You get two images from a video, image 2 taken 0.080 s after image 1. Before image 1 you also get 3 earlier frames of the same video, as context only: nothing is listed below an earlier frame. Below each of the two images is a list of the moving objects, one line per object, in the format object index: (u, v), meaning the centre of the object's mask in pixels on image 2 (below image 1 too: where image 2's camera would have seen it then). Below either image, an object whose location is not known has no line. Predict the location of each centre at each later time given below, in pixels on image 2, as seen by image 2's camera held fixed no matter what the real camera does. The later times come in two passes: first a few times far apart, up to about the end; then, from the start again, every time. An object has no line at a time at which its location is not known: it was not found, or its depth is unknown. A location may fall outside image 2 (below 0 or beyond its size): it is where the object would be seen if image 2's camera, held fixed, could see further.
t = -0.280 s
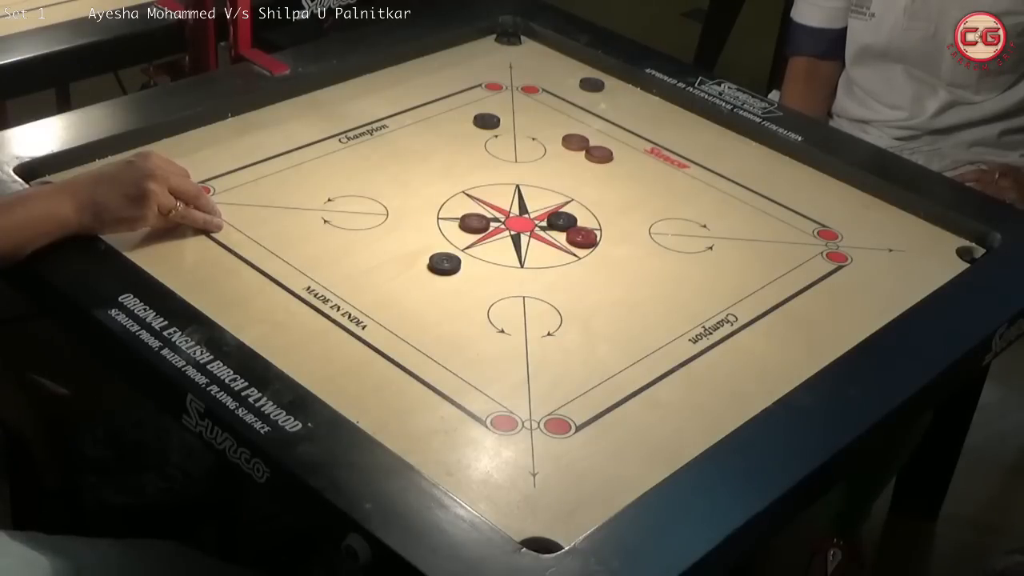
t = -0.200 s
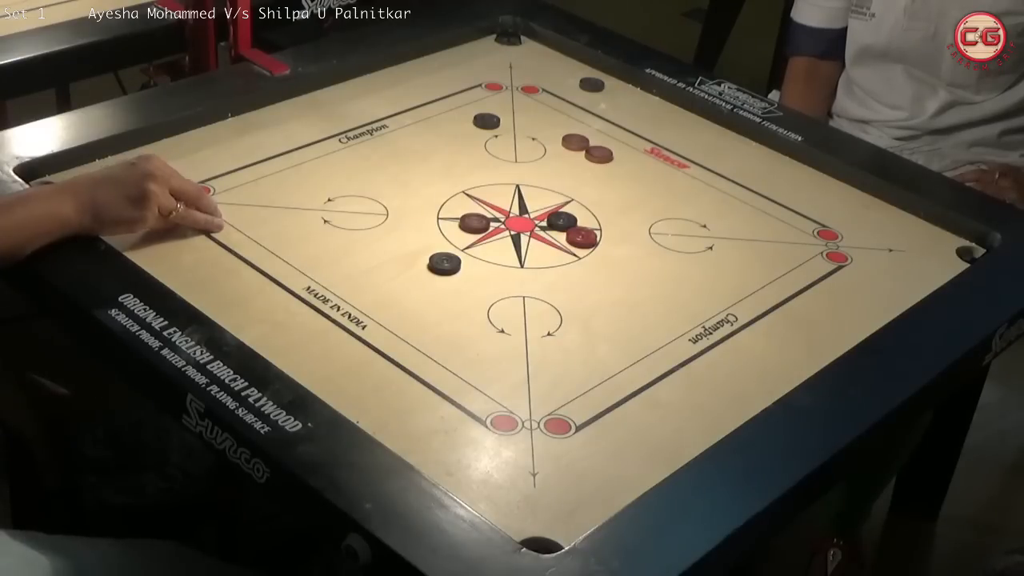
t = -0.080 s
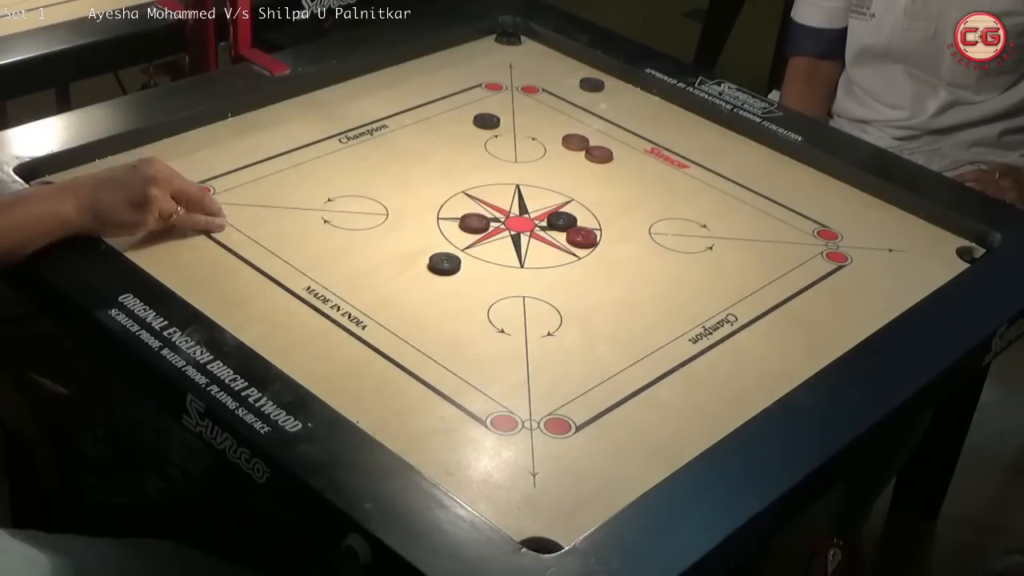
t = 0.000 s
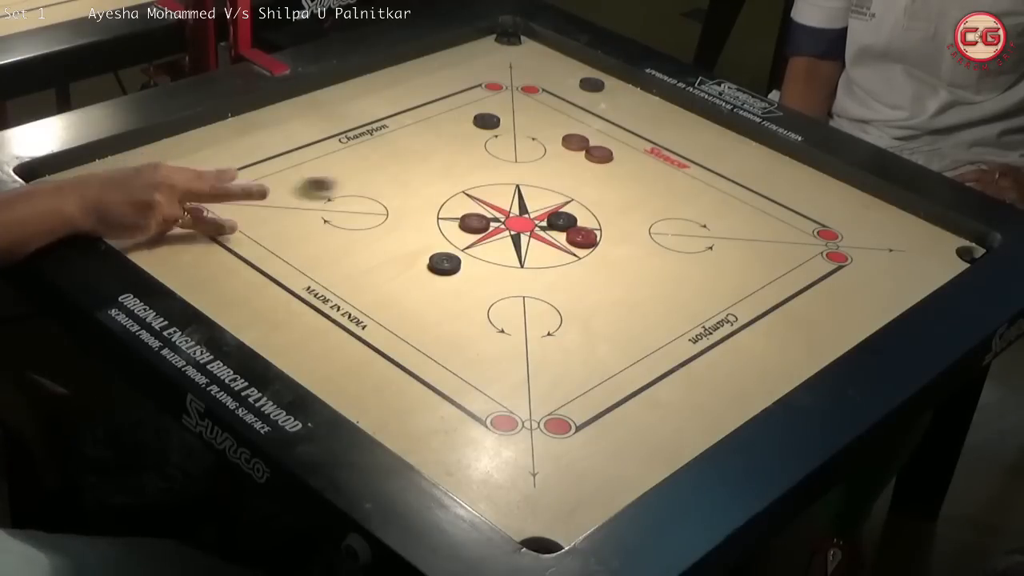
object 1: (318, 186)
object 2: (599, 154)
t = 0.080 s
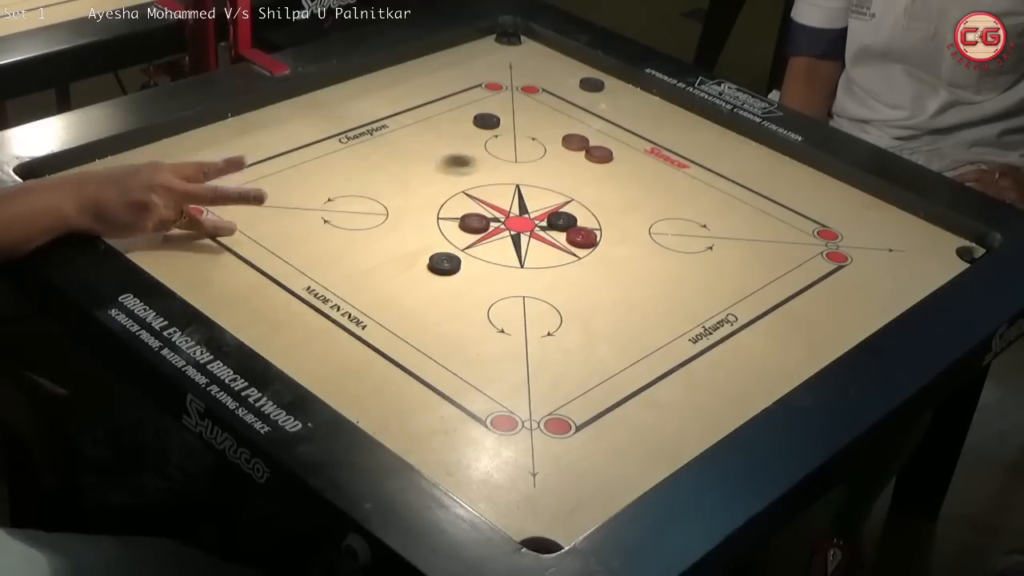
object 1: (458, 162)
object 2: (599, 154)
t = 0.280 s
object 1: (615, 133)
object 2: (699, 173)
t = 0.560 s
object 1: (680, 114)
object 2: (876, 208)
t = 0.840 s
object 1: (678, 118)
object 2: (929, 235)
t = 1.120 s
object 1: (678, 118)
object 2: (930, 235)
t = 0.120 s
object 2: (599, 154)
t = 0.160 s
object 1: (567, 146)
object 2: (599, 154)
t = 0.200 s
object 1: (584, 141)
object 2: (633, 160)
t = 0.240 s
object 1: (600, 137)
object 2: (666, 166)
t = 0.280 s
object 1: (615, 133)
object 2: (699, 173)
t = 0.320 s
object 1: (627, 129)
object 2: (729, 178)
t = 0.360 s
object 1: (638, 126)
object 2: (757, 183)
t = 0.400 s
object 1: (649, 122)
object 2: (784, 189)
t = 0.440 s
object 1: (658, 120)
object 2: (810, 194)
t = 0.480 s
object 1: (667, 118)
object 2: (833, 199)
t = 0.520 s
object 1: (674, 116)
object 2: (855, 204)
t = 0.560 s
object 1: (680, 114)
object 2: (876, 208)
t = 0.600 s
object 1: (682, 115)
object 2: (893, 212)
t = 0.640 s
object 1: (680, 116)
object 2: (905, 218)
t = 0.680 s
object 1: (679, 117)
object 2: (912, 223)
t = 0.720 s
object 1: (678, 118)
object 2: (918, 228)
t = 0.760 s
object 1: (678, 117)
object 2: (924, 231)
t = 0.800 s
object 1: (678, 118)
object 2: (927, 234)
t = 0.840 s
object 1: (678, 118)
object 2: (929, 235)
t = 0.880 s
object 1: (678, 118)
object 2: (930, 235)
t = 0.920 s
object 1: (678, 118)
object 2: (930, 235)
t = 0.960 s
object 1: (678, 118)
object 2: (930, 235)
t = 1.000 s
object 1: (678, 118)
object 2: (930, 235)
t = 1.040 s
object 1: (678, 118)
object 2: (930, 235)
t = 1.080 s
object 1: (678, 118)
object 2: (929, 235)
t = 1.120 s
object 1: (678, 118)
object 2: (930, 235)
